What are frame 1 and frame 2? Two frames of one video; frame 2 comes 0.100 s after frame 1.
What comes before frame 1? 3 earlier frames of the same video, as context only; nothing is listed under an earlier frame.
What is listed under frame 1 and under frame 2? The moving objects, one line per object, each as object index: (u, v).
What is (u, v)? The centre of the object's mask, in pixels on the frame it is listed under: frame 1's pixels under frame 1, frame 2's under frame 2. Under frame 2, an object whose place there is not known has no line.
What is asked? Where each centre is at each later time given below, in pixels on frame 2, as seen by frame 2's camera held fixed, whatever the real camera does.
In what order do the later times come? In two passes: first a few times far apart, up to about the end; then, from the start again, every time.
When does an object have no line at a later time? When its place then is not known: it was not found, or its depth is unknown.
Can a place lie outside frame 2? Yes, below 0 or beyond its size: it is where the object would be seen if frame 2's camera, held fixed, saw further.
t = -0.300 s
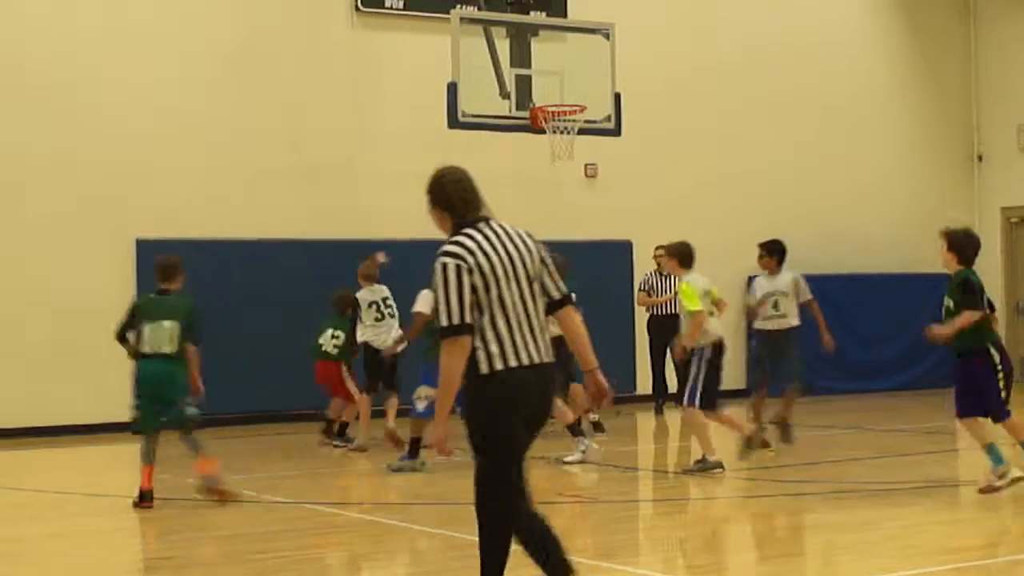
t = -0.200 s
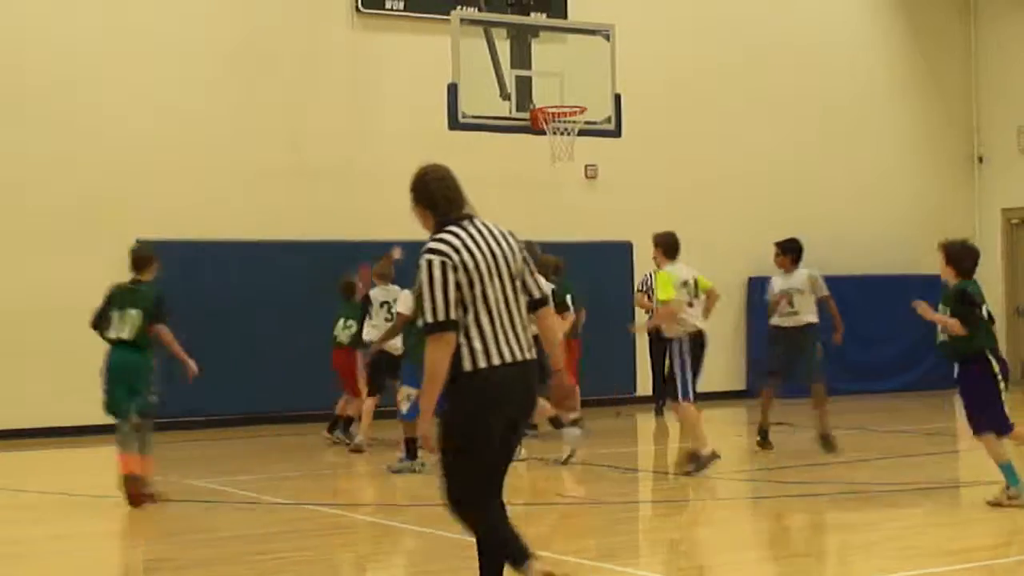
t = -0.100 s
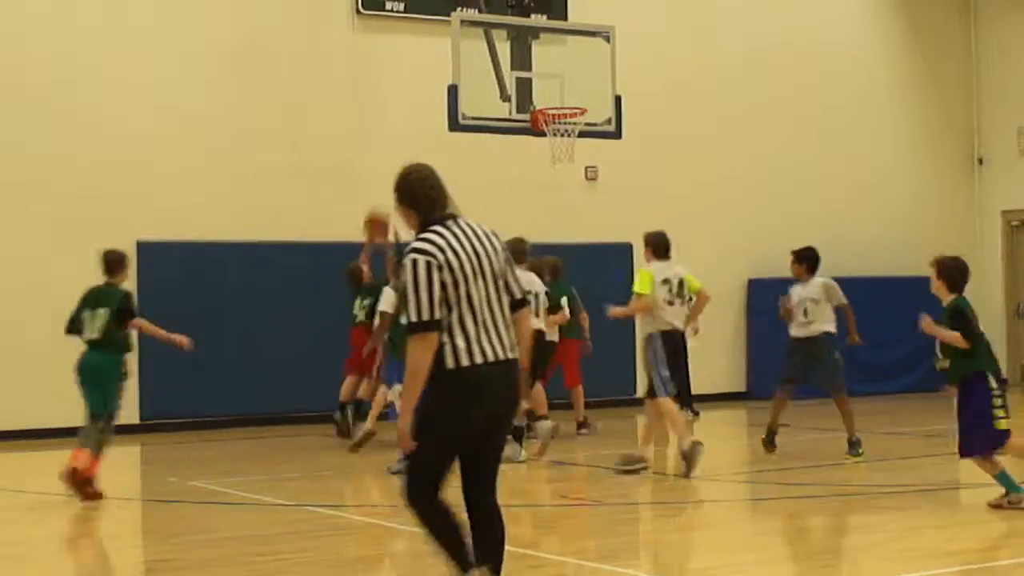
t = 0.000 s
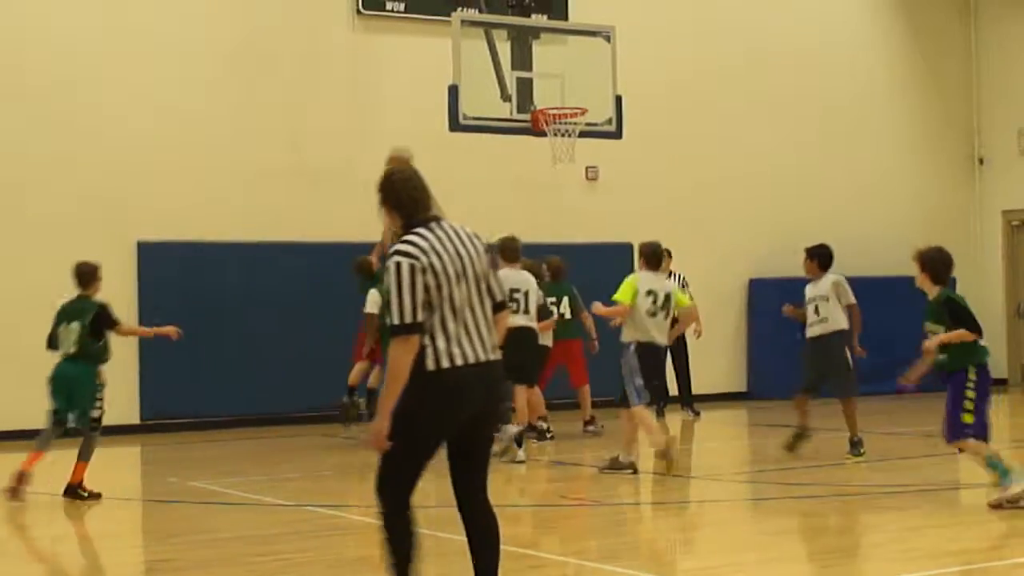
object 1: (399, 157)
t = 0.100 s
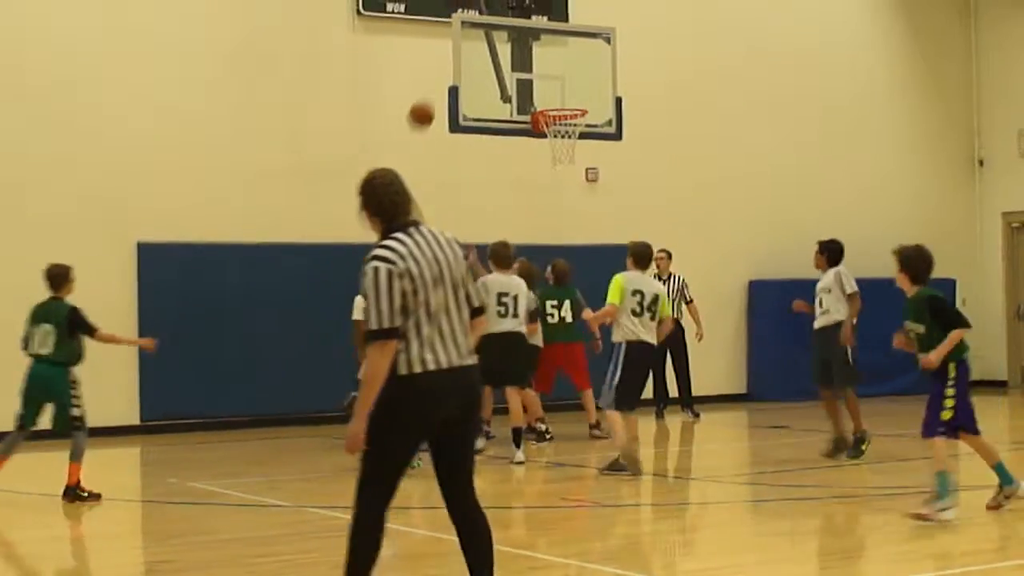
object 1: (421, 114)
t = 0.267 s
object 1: (457, 58)
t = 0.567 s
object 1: (522, 33)
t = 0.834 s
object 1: (579, 87)
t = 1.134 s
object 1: (625, 97)
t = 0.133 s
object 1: (429, 100)
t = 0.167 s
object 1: (435, 88)
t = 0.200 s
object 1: (443, 77)
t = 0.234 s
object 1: (450, 66)
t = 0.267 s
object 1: (457, 58)
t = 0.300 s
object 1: (464, 50)
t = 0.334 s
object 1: (472, 43)
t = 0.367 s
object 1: (478, 38)
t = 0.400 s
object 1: (487, 35)
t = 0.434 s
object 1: (493, 32)
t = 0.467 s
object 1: (500, 30)
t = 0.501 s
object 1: (508, 29)
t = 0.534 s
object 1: (513, 29)
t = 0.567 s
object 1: (522, 33)
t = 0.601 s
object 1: (529, 36)
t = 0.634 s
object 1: (537, 39)
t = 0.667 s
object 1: (544, 44)
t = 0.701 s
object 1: (551, 50)
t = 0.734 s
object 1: (558, 59)
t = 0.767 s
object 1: (565, 67)
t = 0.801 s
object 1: (572, 77)
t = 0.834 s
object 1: (579, 87)
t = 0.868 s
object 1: (586, 97)
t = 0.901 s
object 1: (591, 95)
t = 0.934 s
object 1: (595, 92)
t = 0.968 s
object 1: (600, 90)
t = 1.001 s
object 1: (606, 89)
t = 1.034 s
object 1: (610, 89)
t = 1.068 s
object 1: (615, 90)
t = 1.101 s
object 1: (620, 93)
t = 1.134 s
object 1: (625, 97)
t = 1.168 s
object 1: (630, 101)
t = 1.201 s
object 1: (635, 107)
